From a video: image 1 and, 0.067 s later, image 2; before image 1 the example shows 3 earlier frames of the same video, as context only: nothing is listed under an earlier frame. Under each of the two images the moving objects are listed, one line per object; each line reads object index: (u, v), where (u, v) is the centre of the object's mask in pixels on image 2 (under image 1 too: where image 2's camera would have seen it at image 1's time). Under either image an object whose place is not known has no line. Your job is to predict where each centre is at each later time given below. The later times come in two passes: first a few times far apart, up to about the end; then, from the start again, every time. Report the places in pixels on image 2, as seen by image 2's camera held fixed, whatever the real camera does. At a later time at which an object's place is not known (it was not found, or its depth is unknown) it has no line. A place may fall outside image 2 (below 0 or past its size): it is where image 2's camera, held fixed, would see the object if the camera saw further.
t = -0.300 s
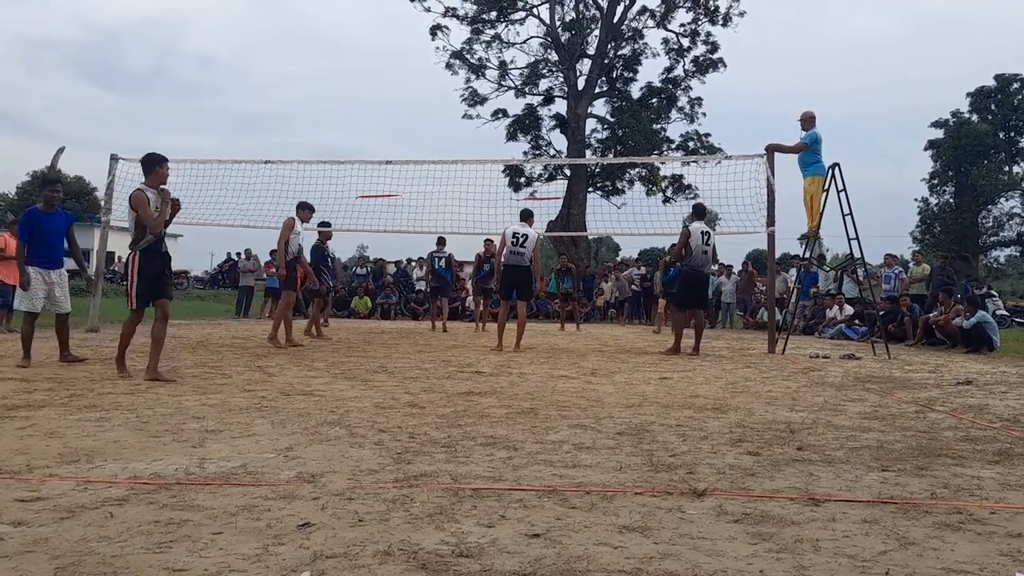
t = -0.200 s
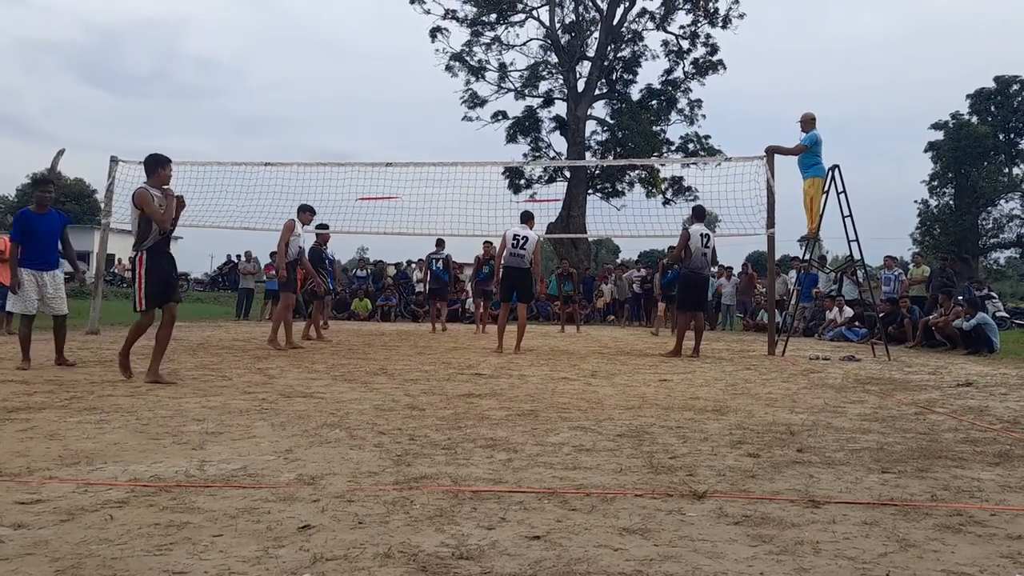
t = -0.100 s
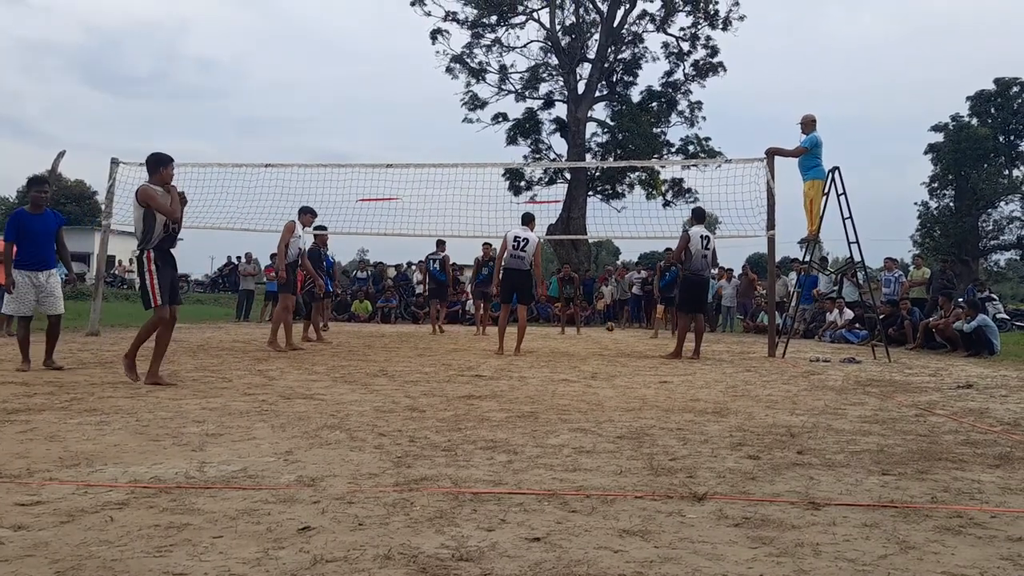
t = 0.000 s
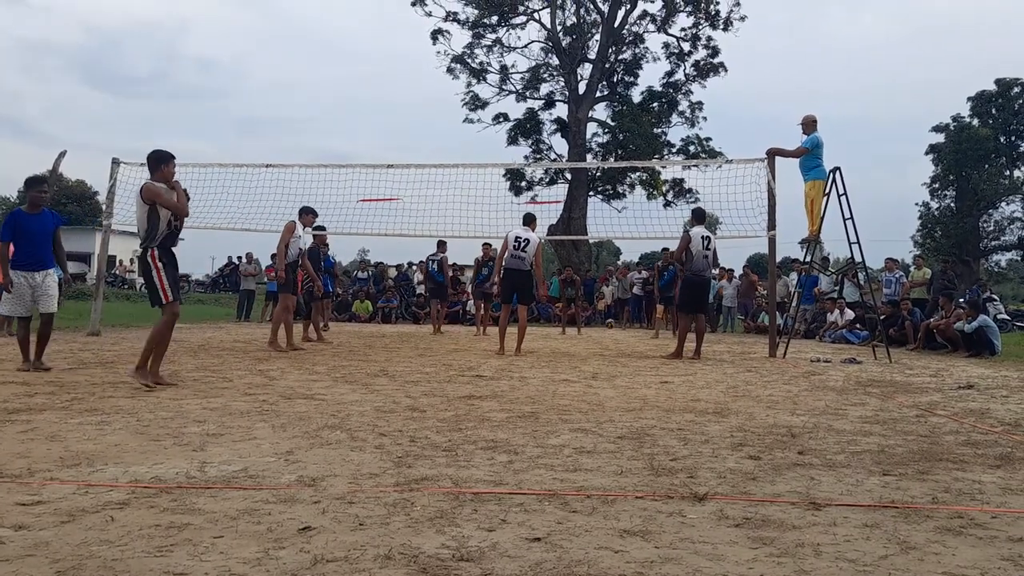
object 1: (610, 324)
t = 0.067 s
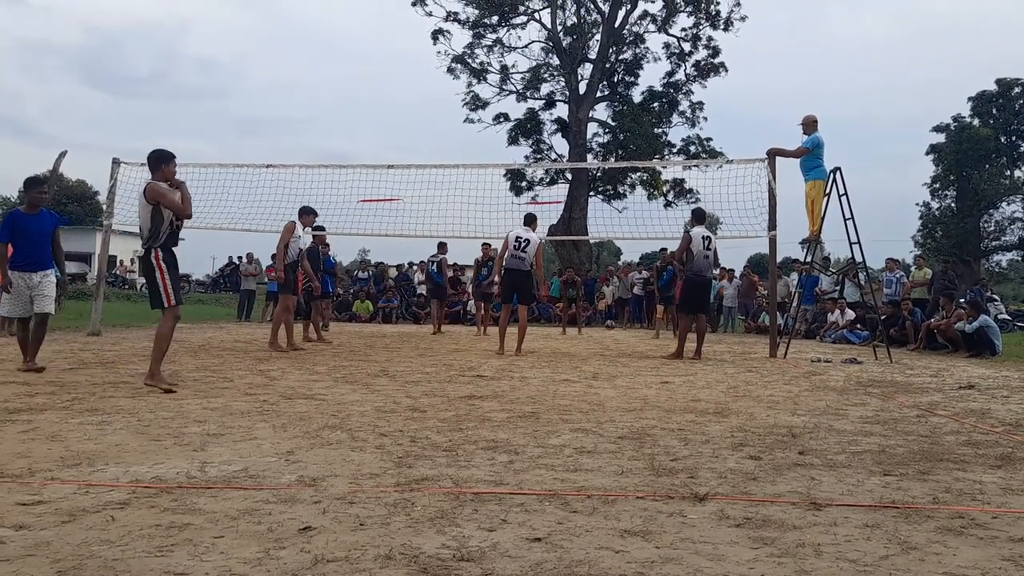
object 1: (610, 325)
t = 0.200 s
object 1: (608, 333)
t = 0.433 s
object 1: (609, 334)
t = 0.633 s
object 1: (611, 329)
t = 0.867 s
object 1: (614, 344)
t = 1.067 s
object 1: (618, 348)
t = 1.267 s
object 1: (621, 353)
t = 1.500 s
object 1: (623, 350)
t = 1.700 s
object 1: (622, 371)
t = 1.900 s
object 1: (622, 363)
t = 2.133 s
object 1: (619, 379)
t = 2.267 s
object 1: (614, 466)
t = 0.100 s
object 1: (609, 326)
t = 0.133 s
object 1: (609, 329)
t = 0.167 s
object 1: (608, 332)
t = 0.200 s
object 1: (608, 333)
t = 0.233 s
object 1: (608, 331)
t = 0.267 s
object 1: (608, 329)
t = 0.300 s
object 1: (609, 329)
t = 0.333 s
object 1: (608, 329)
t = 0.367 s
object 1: (609, 329)
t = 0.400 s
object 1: (609, 331)
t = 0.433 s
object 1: (609, 334)
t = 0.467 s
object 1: (609, 337)
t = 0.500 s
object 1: (609, 337)
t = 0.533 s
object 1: (610, 334)
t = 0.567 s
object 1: (610, 331)
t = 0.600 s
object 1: (611, 330)
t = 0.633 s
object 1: (611, 329)
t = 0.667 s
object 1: (611, 330)
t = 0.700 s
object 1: (612, 331)
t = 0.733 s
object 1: (613, 333)
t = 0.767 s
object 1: (613, 337)
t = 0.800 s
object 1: (613, 341)
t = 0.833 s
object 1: (614, 346)
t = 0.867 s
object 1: (614, 344)
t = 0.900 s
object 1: (615, 342)
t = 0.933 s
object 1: (616, 341)
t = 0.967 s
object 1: (616, 341)
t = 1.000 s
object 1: (617, 342)
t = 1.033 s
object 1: (617, 344)
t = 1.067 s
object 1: (618, 348)
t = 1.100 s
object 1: (619, 352)
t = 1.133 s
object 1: (619, 355)
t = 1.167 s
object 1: (620, 354)
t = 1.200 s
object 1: (620, 352)
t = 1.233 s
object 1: (621, 352)
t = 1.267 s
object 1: (621, 353)
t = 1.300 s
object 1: (621, 356)
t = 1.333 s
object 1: (621, 361)
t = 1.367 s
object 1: (622, 362)
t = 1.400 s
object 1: (622, 360)
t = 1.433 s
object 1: (623, 356)
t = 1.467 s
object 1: (623, 352)
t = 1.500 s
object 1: (623, 350)
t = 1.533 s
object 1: (623, 350)
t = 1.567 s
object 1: (623, 350)
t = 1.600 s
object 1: (623, 352)
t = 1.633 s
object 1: (622, 356)
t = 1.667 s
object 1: (623, 362)
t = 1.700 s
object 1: (622, 371)
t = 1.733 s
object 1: (622, 381)
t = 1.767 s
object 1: (622, 393)
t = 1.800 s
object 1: (622, 387)
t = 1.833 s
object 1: (622, 377)
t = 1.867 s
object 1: (622, 369)
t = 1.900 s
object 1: (622, 363)
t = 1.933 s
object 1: (621, 358)
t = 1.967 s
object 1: (621, 355)
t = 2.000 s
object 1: (620, 356)
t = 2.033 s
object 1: (620, 357)
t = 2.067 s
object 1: (620, 361)
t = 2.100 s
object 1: (619, 368)
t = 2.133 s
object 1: (619, 379)
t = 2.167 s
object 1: (618, 394)
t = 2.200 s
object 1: (617, 416)
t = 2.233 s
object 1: (616, 441)
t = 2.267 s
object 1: (614, 466)
